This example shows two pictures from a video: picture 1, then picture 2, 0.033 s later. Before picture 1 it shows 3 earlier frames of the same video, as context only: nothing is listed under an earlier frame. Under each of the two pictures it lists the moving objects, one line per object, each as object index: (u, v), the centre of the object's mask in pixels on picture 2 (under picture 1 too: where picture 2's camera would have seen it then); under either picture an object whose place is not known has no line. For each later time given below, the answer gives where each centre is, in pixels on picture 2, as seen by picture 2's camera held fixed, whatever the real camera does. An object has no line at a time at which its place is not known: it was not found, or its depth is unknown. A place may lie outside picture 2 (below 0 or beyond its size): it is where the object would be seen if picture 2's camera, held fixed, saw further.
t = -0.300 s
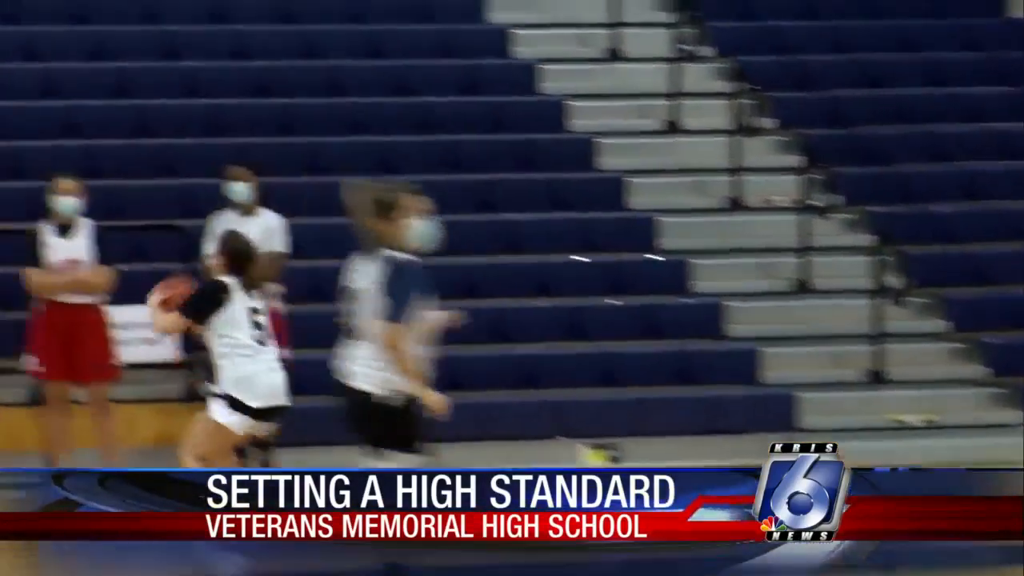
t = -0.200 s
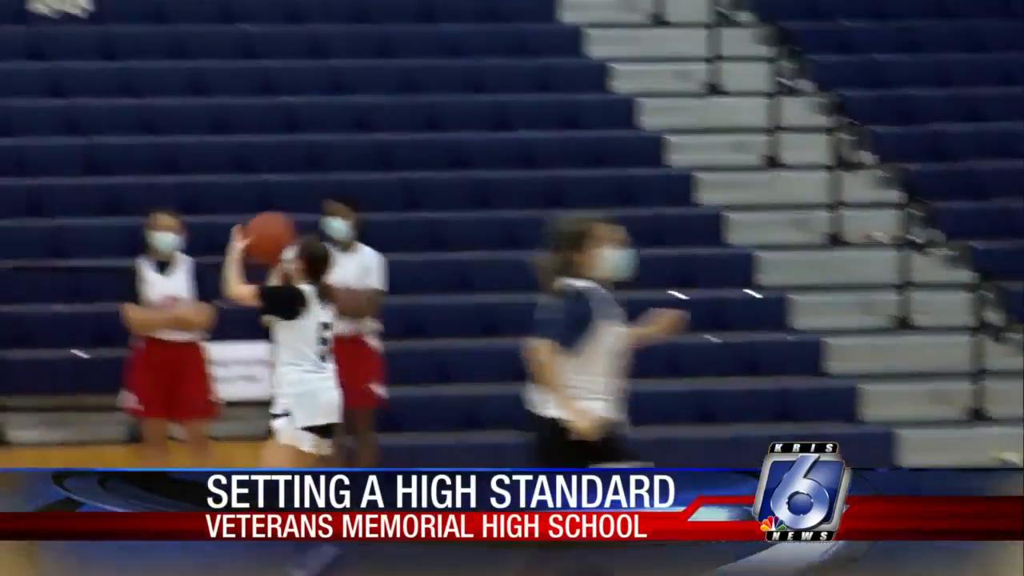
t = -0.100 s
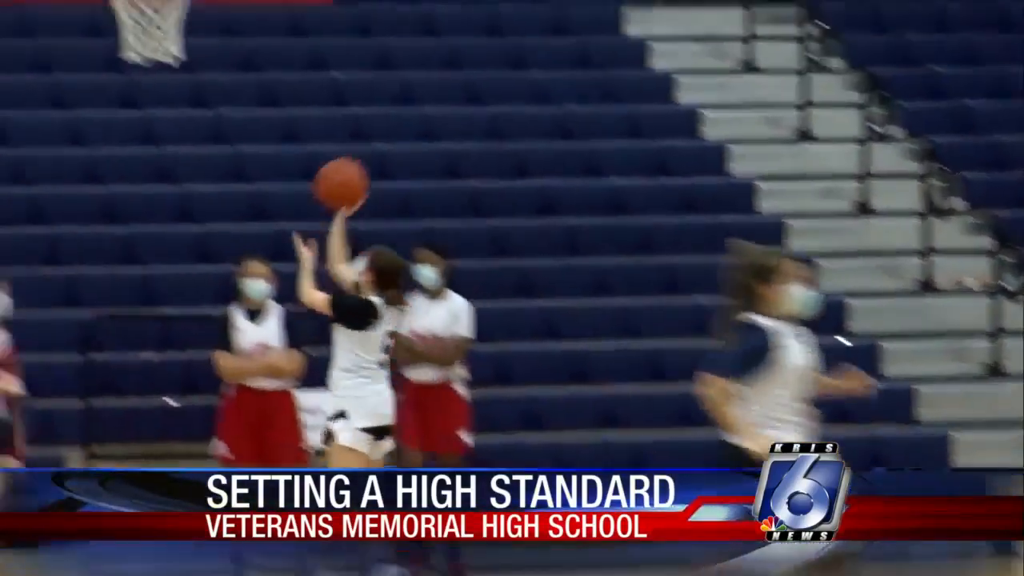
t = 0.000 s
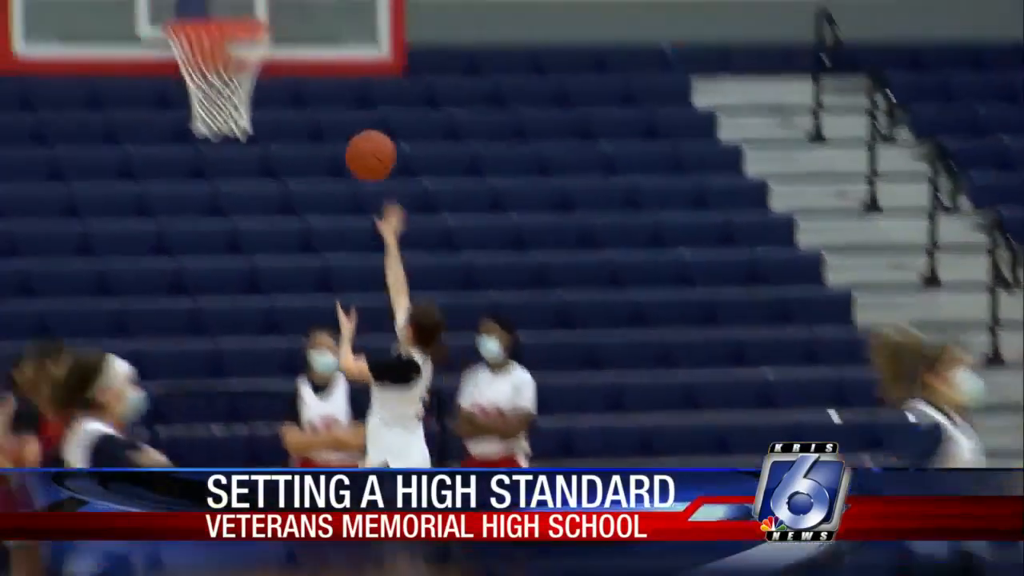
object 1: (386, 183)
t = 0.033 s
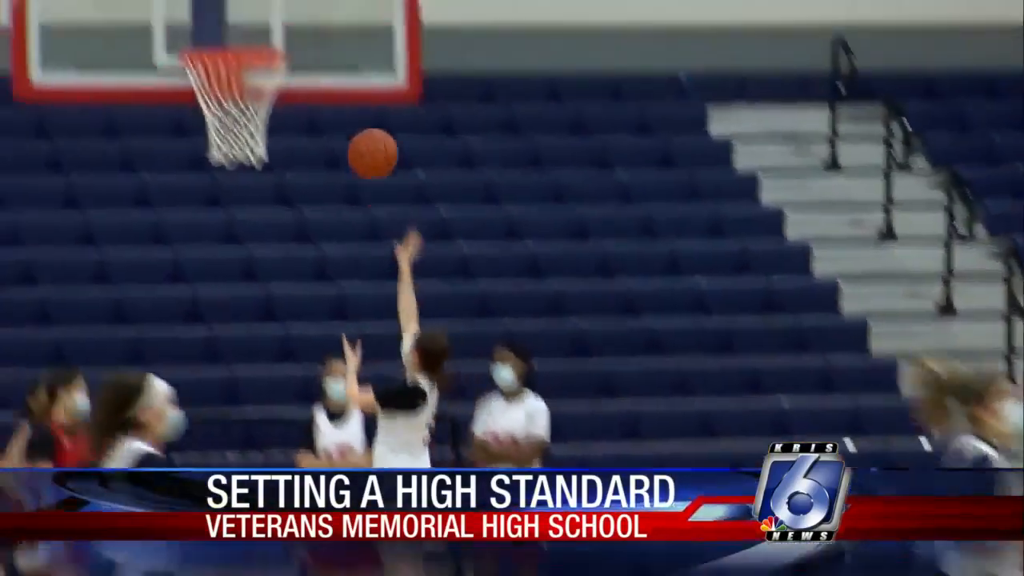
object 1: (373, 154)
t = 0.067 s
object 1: (359, 127)
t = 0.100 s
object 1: (346, 102)
